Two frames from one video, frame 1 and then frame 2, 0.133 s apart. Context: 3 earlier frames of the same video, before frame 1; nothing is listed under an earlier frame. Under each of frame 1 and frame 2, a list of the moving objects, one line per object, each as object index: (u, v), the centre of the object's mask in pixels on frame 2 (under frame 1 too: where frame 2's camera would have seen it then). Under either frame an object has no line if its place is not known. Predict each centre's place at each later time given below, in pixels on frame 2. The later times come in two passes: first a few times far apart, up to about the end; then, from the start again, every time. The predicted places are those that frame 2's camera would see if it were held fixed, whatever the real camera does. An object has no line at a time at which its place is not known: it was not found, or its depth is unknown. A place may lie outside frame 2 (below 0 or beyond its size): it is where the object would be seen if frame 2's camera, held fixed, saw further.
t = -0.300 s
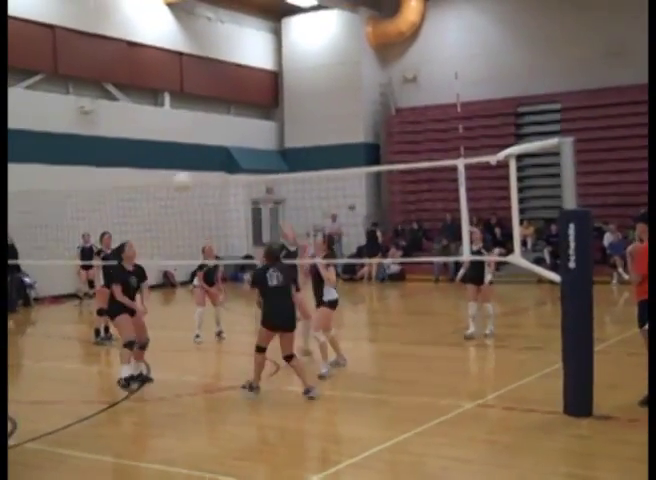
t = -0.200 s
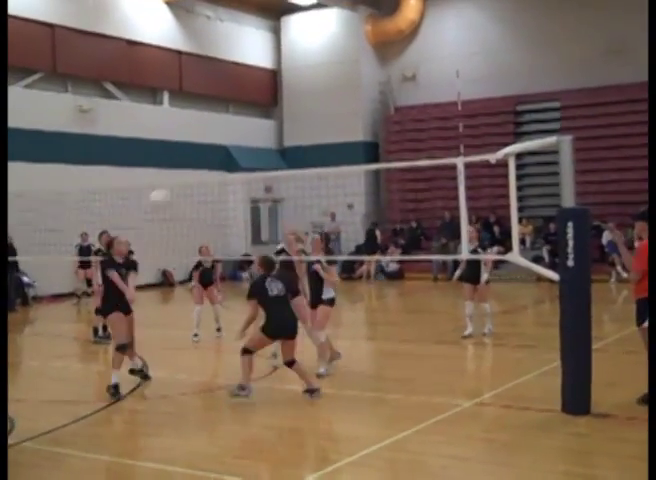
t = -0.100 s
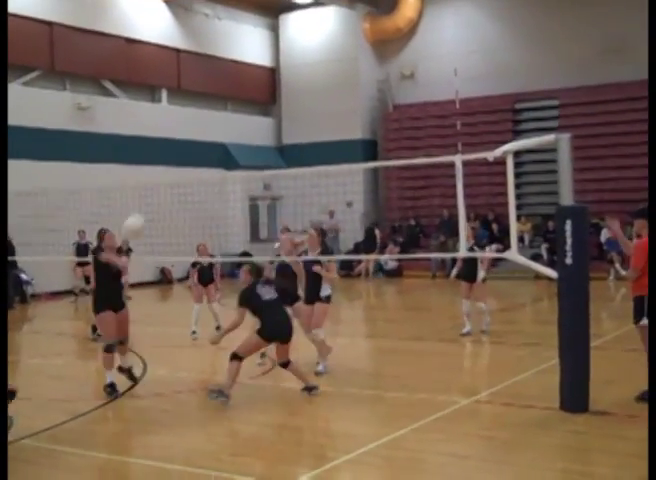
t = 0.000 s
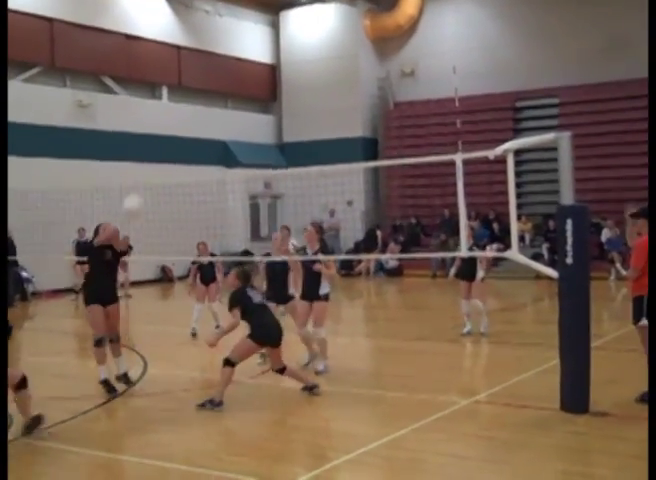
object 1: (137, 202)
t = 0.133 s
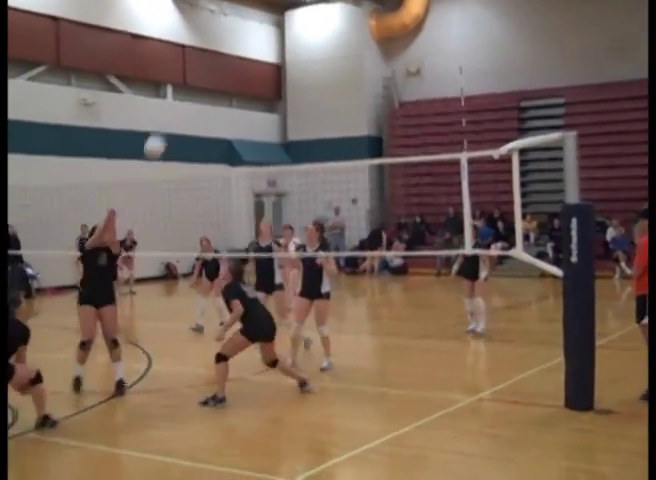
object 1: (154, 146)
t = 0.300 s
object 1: (176, 96)
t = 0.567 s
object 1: (211, 74)
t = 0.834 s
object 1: (246, 117)
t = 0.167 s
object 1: (158, 135)
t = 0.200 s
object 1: (164, 123)
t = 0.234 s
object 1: (168, 113)
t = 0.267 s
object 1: (172, 106)
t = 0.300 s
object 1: (176, 96)
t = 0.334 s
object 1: (181, 90)
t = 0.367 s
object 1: (185, 85)
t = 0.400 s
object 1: (189, 81)
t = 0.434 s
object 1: (194, 78)
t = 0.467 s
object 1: (198, 75)
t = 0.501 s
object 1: (202, 74)
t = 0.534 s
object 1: (207, 74)
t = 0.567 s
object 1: (211, 74)
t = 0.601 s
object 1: (215, 75)
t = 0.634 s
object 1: (220, 79)
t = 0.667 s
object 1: (224, 83)
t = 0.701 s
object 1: (229, 88)
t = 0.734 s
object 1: (234, 94)
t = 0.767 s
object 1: (237, 102)
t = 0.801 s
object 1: (242, 109)
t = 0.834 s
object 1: (246, 117)
